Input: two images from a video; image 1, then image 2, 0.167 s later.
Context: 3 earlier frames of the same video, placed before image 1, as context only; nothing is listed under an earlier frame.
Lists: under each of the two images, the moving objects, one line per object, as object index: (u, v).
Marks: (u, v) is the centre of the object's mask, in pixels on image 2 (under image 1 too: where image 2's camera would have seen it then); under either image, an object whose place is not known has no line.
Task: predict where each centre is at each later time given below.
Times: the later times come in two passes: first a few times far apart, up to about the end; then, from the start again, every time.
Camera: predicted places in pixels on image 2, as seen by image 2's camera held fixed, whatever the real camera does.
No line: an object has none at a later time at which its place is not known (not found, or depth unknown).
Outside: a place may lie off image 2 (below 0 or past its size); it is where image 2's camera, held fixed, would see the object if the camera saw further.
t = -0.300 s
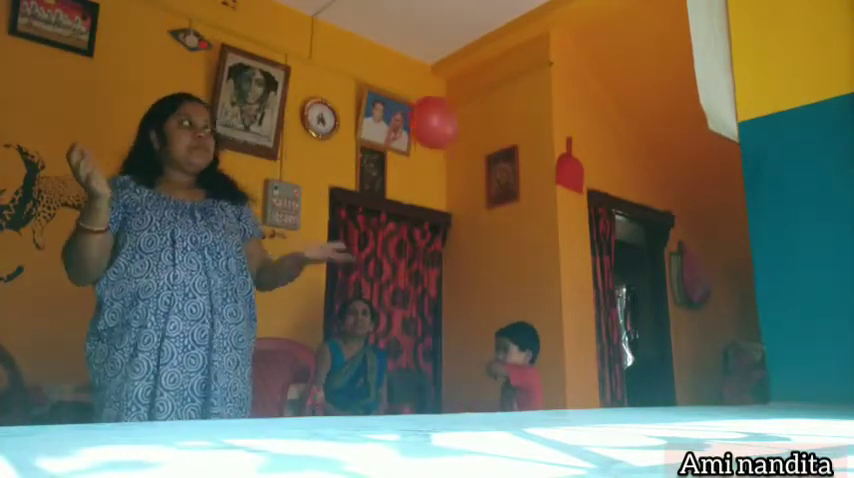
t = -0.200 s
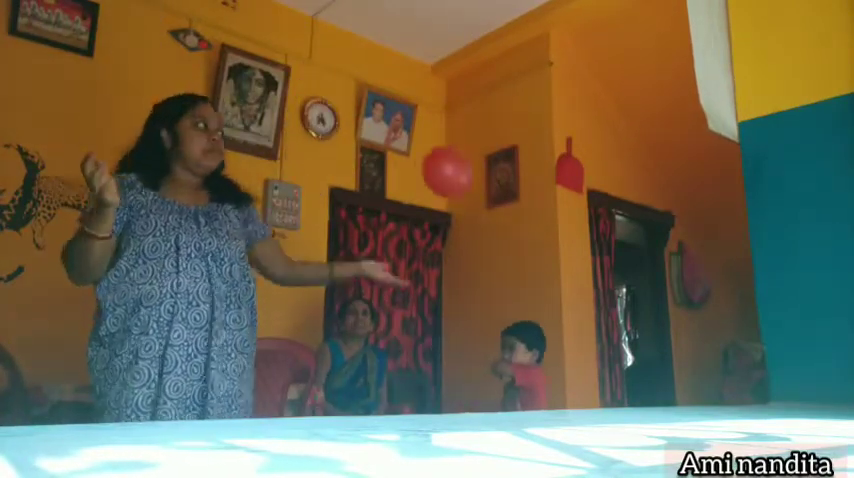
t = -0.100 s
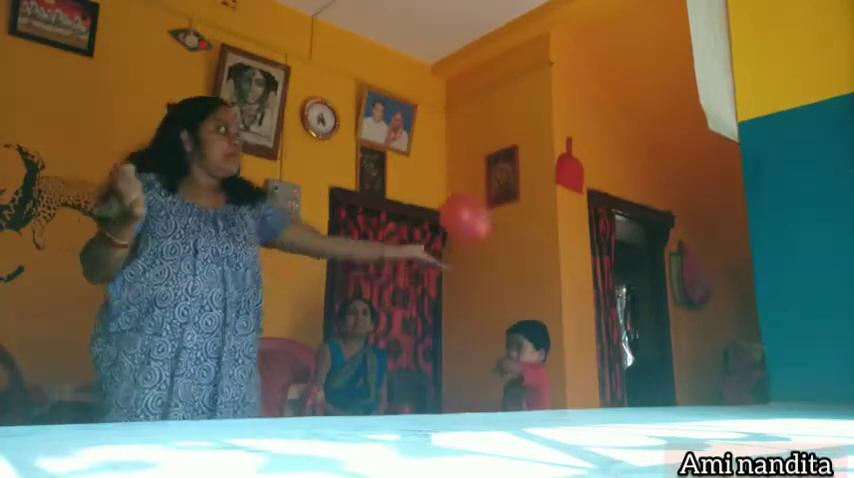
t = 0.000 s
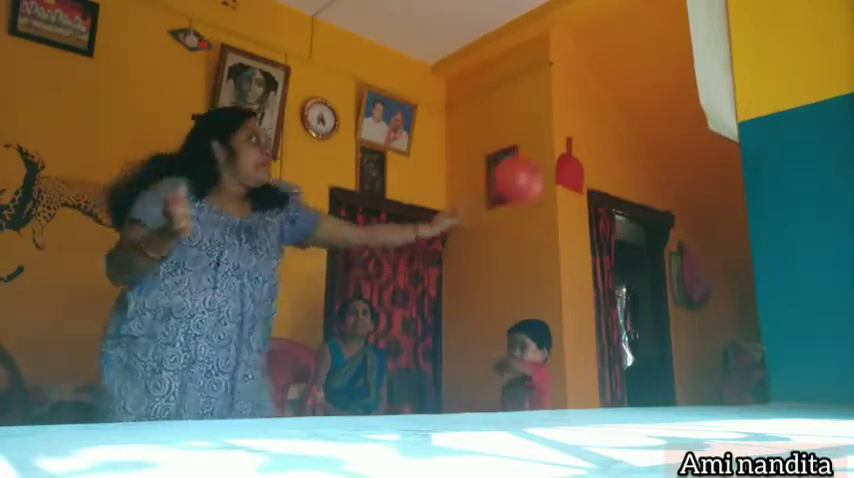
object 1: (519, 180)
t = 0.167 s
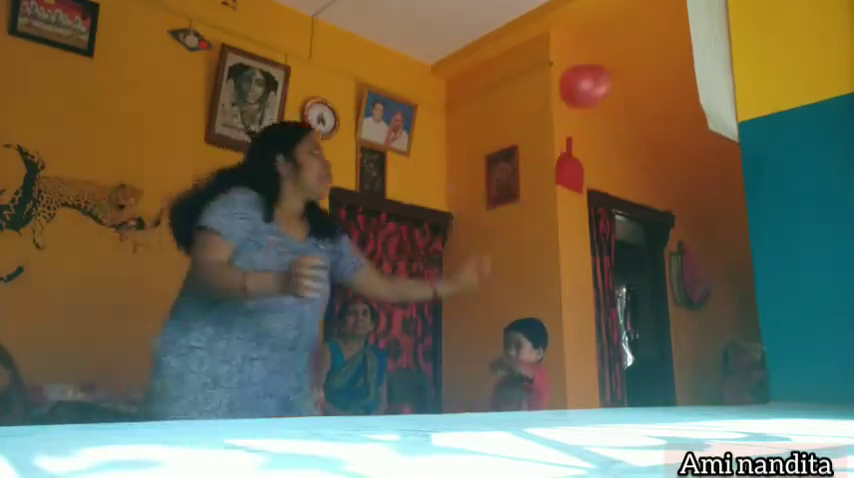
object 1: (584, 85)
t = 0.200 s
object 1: (591, 75)
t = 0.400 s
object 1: (619, 48)
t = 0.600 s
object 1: (648, 60)
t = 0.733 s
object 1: (678, 92)
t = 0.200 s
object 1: (591, 75)
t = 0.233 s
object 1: (597, 68)
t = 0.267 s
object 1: (602, 61)
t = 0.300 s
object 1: (607, 56)
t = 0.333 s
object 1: (611, 52)
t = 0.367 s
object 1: (615, 50)
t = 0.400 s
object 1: (619, 48)
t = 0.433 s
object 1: (623, 47)
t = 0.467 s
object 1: (627, 47)
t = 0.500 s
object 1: (632, 49)
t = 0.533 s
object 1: (636, 51)
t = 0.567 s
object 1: (642, 55)
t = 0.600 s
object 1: (648, 60)
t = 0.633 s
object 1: (655, 66)
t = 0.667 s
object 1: (663, 74)
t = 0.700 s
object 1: (671, 82)
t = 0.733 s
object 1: (678, 92)
